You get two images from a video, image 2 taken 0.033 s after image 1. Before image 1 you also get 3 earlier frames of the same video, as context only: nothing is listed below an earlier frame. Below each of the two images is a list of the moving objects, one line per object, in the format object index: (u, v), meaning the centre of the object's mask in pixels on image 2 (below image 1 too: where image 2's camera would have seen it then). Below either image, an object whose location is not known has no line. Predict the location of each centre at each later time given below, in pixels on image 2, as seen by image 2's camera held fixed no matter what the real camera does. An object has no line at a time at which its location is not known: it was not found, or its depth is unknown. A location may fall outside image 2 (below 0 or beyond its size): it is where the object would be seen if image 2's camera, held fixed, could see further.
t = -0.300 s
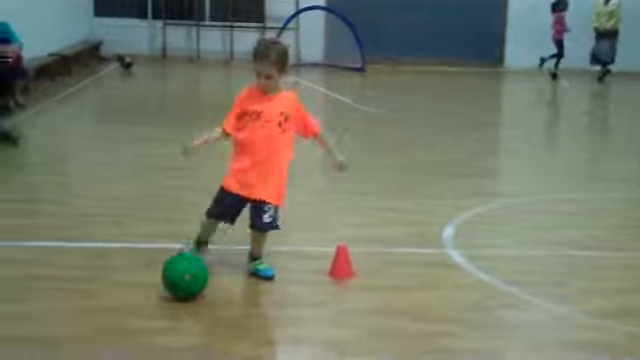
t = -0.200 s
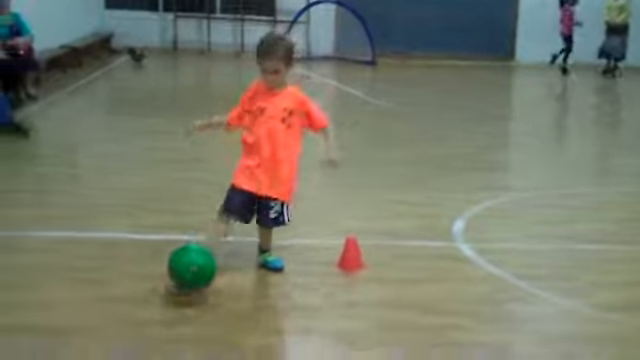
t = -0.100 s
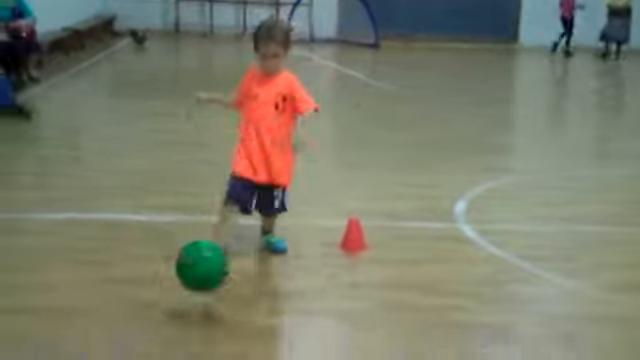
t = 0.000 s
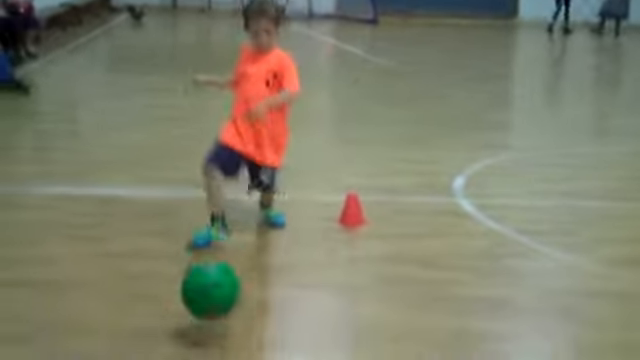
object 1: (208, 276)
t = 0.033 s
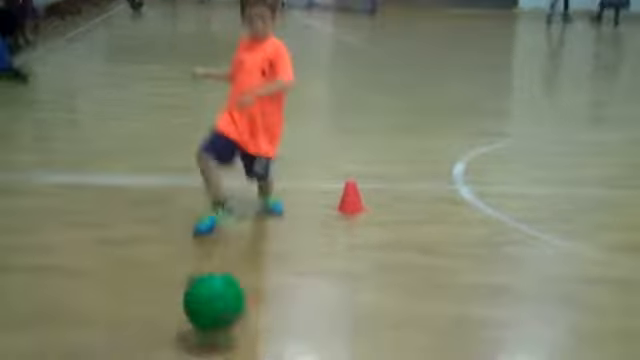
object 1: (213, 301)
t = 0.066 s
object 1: (219, 329)
